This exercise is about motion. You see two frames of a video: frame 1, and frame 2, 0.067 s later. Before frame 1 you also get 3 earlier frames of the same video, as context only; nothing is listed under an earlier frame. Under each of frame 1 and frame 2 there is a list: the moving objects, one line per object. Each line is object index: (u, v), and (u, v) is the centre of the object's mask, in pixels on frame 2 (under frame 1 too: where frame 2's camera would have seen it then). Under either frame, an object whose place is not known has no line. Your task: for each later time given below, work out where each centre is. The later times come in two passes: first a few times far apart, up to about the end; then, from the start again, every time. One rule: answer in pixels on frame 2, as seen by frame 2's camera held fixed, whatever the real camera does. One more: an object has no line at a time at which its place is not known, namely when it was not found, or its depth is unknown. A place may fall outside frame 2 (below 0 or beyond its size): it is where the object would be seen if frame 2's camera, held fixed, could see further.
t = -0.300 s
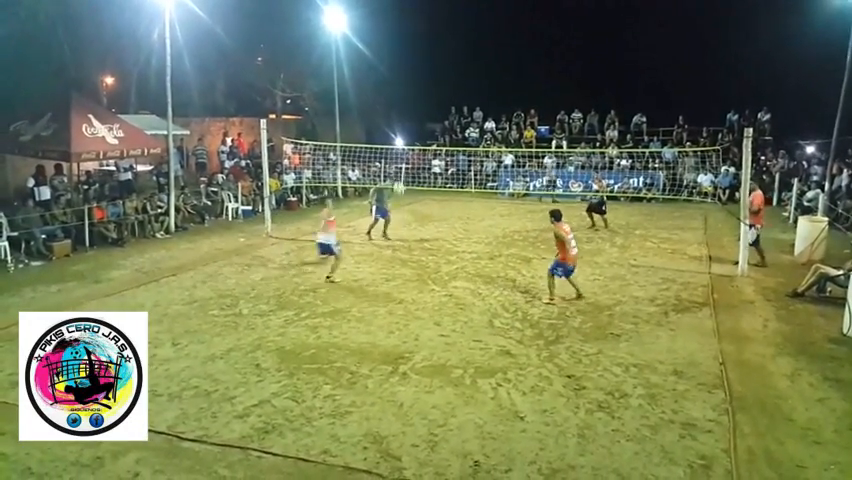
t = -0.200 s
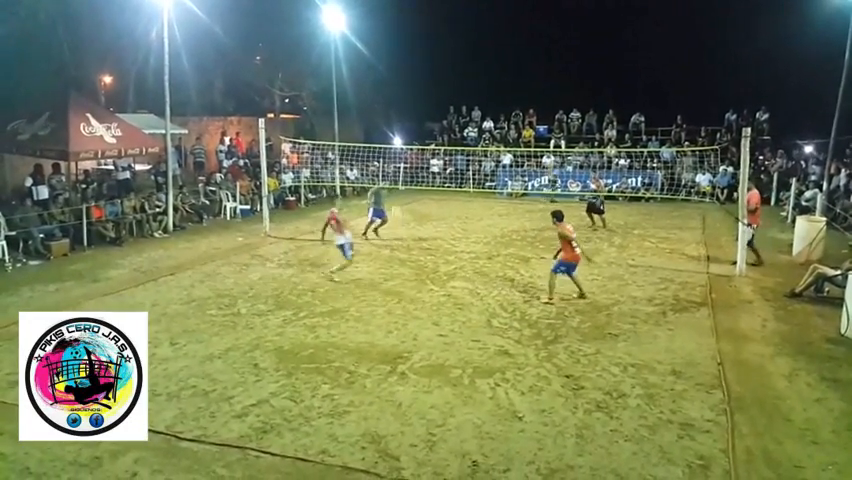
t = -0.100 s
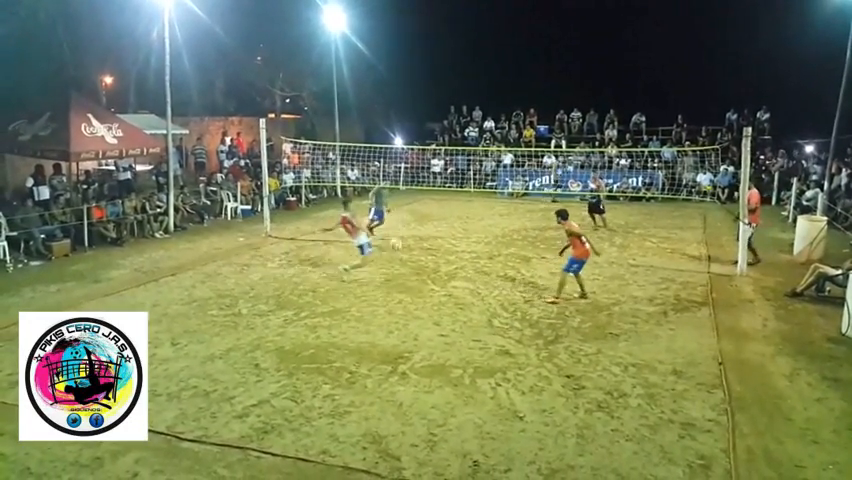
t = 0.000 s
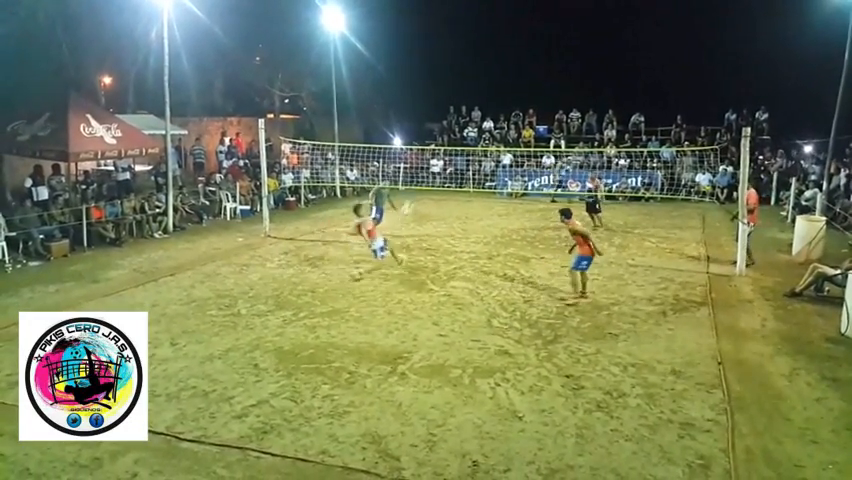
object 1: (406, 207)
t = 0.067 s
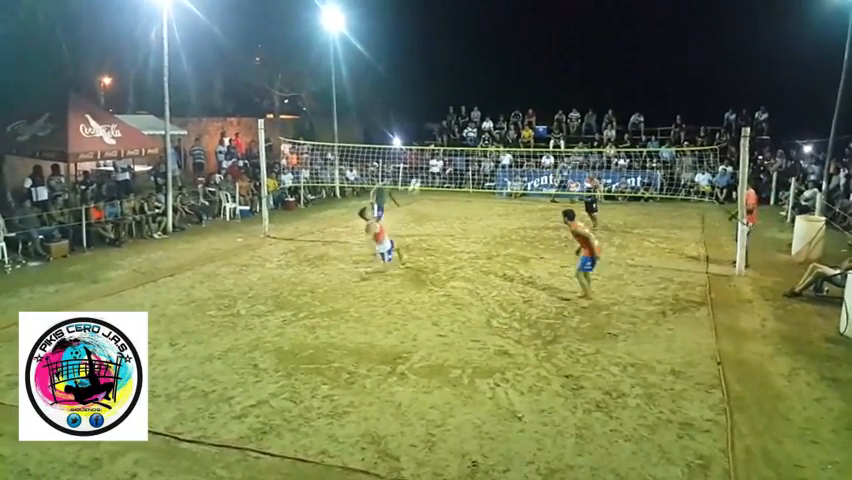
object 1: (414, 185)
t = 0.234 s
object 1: (435, 136)
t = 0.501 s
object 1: (469, 84)
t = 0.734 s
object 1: (498, 67)
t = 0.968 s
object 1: (526, 80)
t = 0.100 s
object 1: (419, 175)
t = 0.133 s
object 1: (423, 164)
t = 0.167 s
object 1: (428, 153)
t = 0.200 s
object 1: (432, 144)
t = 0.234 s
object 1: (435, 136)
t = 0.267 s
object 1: (440, 127)
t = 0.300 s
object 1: (444, 120)
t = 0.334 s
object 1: (448, 113)
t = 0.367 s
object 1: (452, 106)
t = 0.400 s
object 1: (456, 99)
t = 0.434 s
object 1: (460, 94)
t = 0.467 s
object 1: (465, 88)
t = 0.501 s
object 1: (469, 84)
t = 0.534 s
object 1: (473, 80)
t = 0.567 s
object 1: (477, 76)
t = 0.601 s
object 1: (482, 73)
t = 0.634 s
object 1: (486, 71)
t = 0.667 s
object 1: (490, 69)
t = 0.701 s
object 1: (494, 68)
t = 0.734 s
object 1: (498, 67)
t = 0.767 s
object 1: (502, 68)
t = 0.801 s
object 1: (506, 68)
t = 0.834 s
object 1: (510, 69)
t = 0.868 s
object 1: (514, 71)
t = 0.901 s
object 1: (518, 73)
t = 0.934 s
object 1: (522, 76)
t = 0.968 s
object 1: (526, 80)
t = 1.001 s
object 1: (530, 84)
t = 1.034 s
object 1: (534, 89)
